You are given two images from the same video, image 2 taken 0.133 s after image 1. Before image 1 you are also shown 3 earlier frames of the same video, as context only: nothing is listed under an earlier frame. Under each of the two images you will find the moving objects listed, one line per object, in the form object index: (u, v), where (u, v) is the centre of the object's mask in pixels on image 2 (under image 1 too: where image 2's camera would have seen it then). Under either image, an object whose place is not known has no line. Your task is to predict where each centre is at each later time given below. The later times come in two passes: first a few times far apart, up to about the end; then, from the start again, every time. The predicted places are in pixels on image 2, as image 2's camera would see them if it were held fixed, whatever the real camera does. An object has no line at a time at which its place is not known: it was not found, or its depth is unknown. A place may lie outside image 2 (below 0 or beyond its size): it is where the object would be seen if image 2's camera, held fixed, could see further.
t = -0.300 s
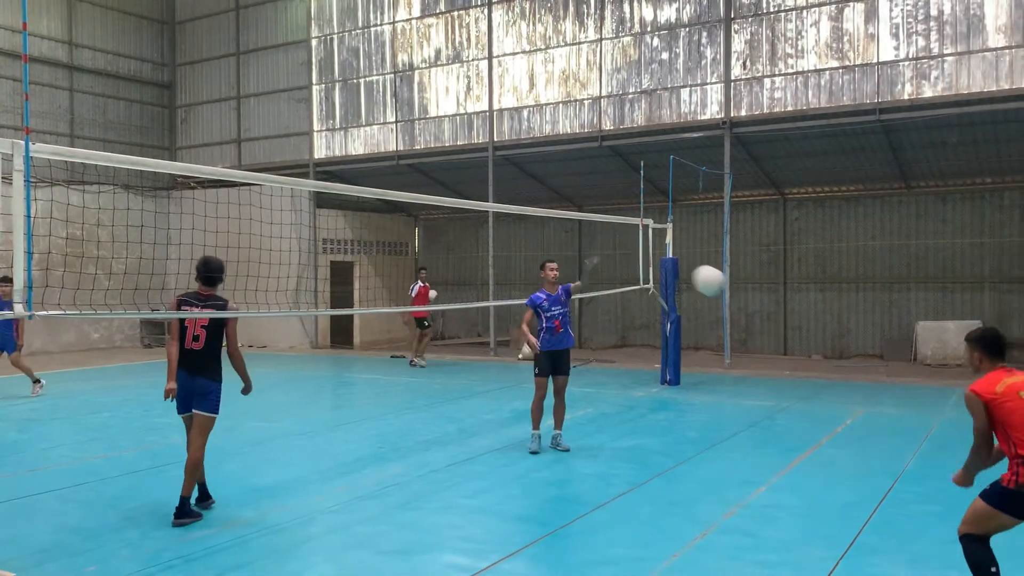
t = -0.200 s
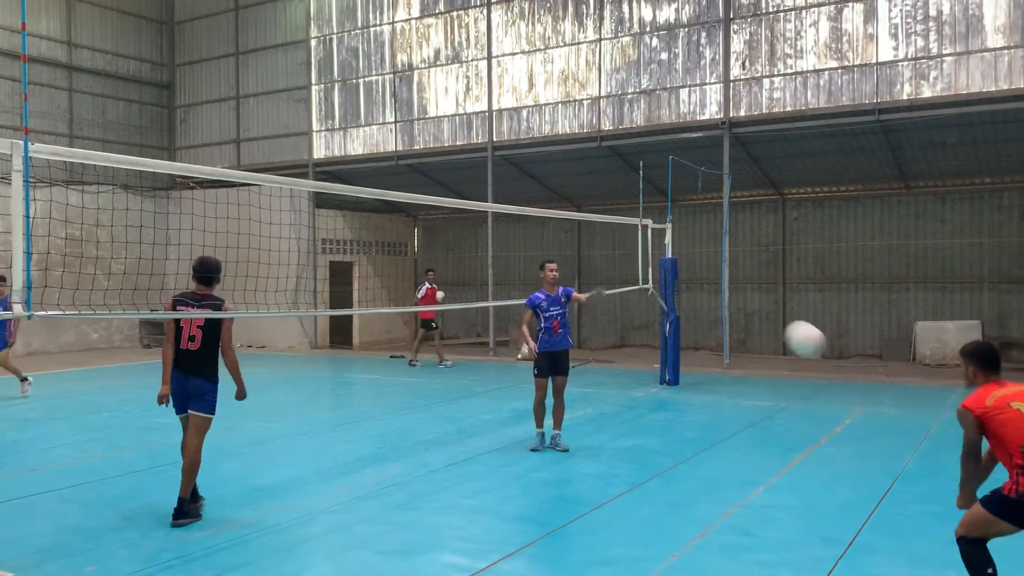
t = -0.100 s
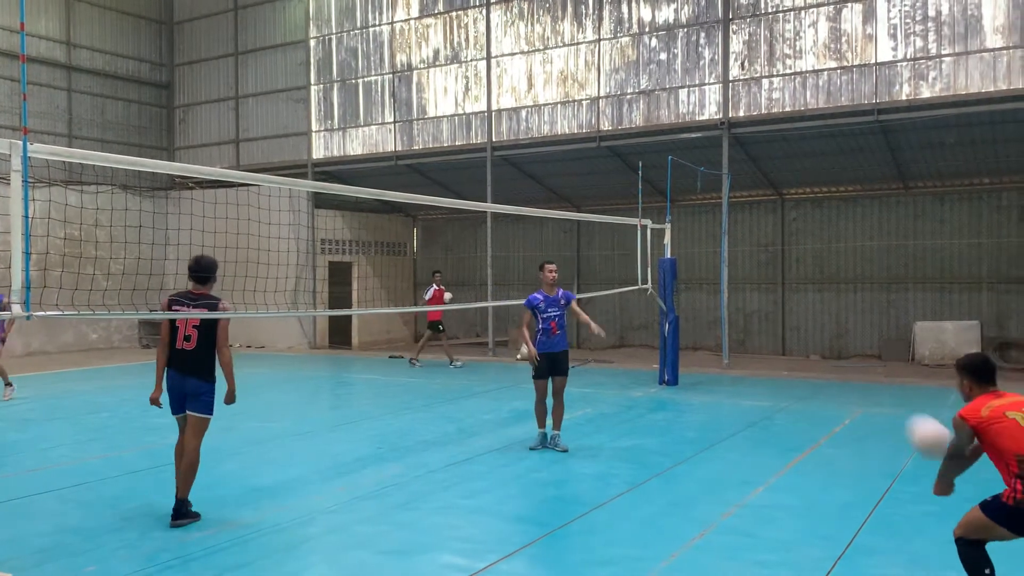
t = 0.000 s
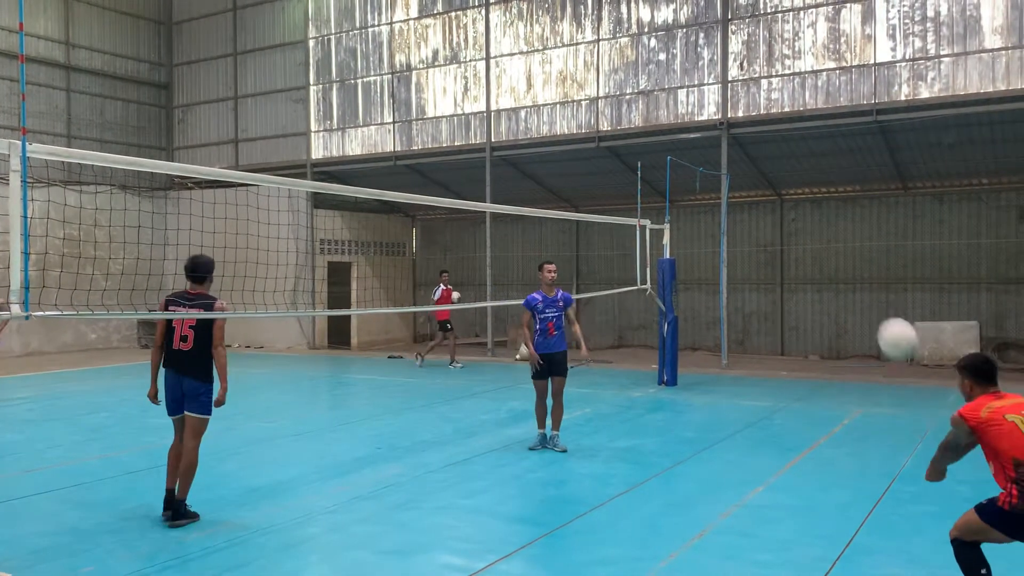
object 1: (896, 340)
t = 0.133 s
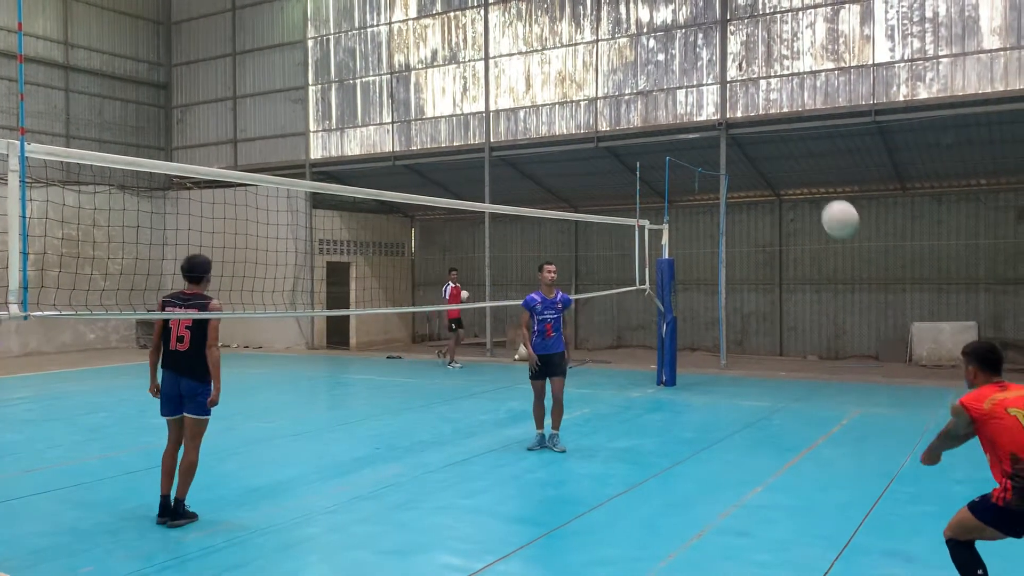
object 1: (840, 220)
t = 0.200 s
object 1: (816, 176)
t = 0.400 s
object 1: (754, 98)
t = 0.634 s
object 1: (696, 86)
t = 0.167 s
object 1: (828, 196)
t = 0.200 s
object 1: (816, 176)
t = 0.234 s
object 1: (804, 157)
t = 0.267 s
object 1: (793, 142)
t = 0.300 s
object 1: (783, 129)
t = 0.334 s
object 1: (773, 116)
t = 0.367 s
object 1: (763, 107)
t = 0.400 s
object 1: (754, 98)
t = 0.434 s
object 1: (745, 92)
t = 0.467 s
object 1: (735, 88)
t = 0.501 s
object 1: (728, 85)
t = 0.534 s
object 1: (719, 83)
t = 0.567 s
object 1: (711, 83)
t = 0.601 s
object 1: (704, 85)
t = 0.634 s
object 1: (696, 86)
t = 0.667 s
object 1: (690, 89)
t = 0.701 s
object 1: (683, 96)
